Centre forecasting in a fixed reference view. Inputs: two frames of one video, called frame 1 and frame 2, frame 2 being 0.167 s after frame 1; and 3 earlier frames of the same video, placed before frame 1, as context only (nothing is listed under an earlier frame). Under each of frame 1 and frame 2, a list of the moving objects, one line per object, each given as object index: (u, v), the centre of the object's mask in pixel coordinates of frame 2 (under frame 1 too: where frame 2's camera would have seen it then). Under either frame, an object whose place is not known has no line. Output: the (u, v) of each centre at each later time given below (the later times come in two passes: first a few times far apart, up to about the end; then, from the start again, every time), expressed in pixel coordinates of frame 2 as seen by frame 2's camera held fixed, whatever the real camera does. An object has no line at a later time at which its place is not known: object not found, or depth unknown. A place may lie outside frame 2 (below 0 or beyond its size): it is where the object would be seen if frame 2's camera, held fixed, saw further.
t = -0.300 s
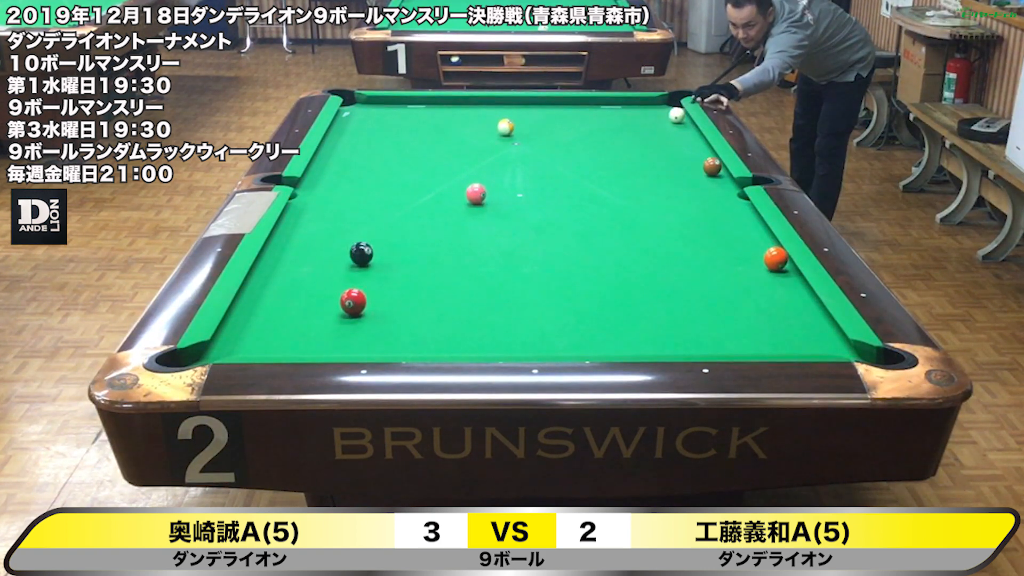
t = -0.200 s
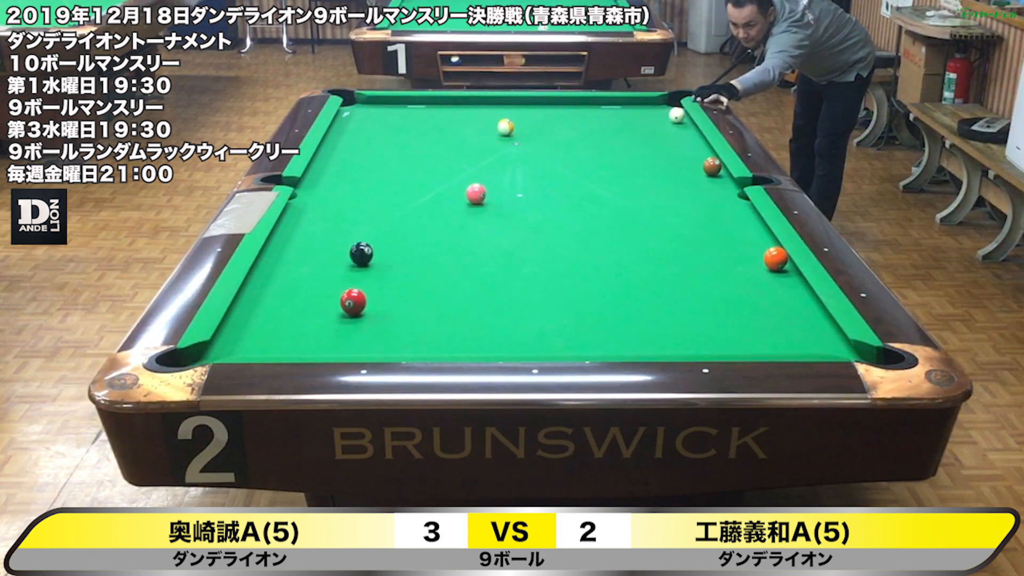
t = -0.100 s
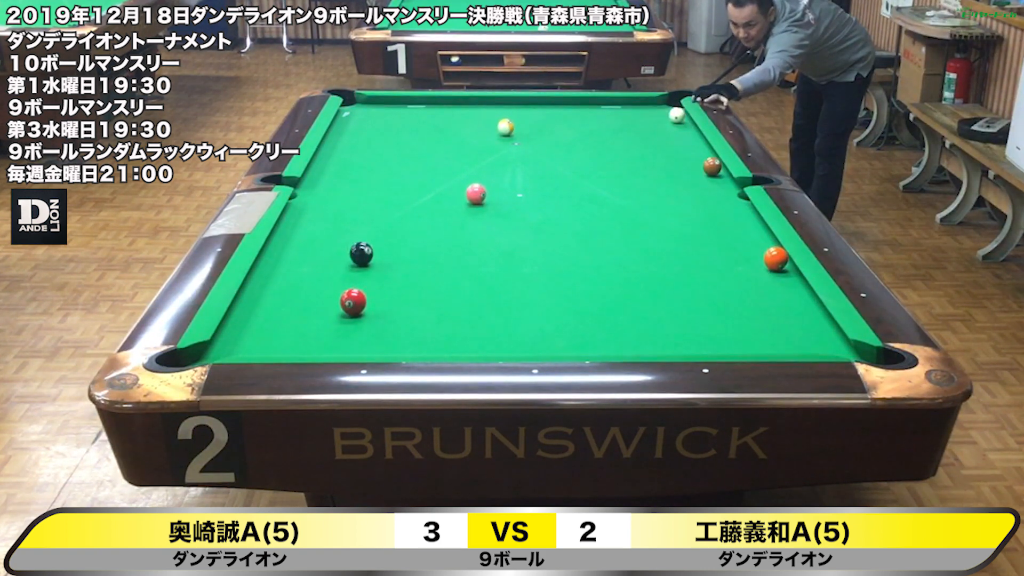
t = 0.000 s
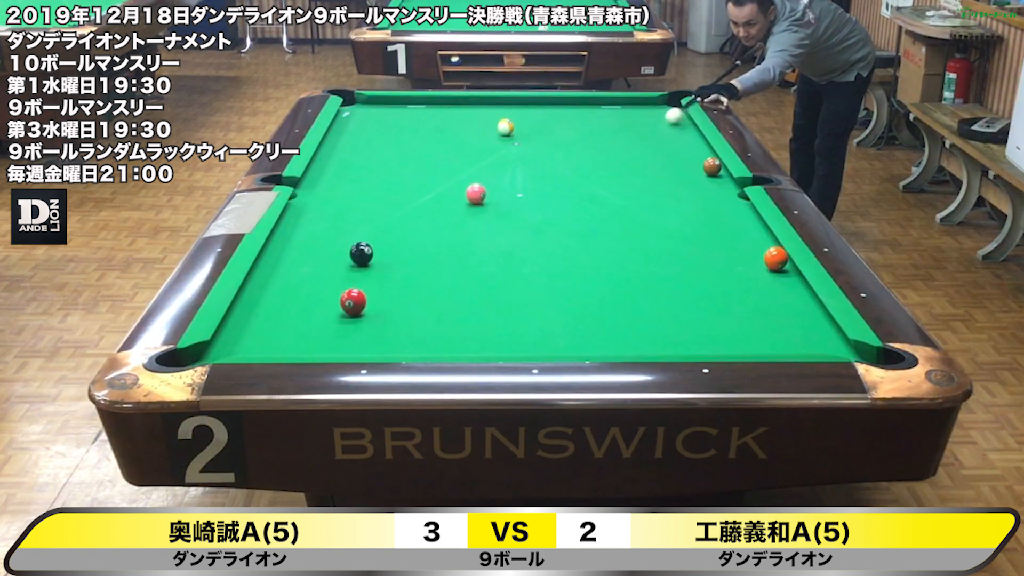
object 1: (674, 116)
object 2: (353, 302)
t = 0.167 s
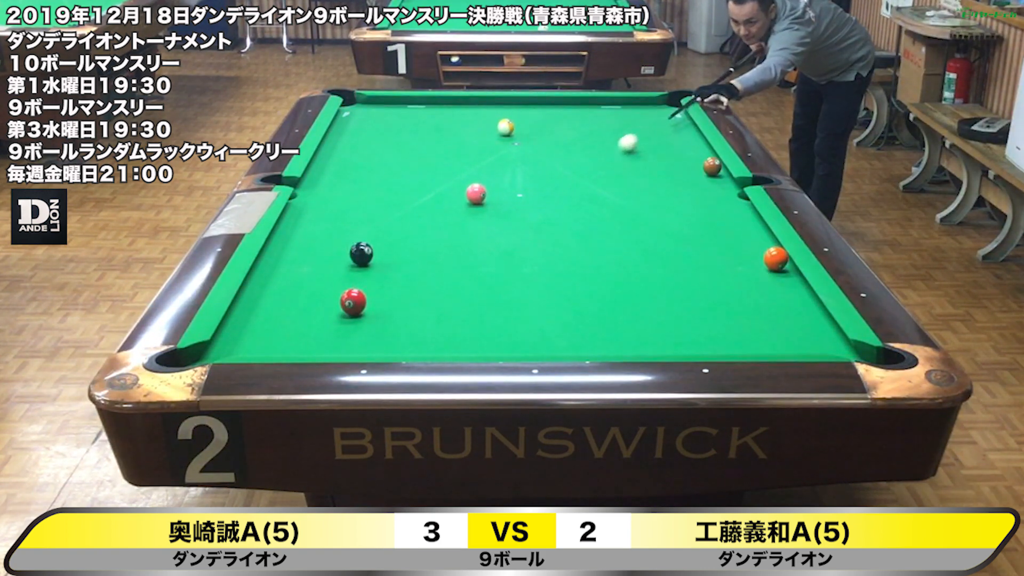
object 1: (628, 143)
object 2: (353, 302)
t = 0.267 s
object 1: (597, 161)
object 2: (353, 302)
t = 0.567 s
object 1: (475, 234)
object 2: (353, 302)
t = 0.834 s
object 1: (385, 303)
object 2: (281, 328)
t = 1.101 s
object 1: (392, 339)
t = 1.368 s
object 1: (408, 336)
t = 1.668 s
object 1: (434, 310)
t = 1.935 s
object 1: (455, 290)
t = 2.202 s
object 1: (473, 272)
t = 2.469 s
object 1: (488, 257)
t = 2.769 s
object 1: (504, 241)
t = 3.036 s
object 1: (517, 229)
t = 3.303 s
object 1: (528, 218)
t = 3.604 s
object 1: (539, 207)
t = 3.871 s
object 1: (549, 198)
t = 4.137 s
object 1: (557, 190)
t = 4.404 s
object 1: (565, 183)
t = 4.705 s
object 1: (573, 176)
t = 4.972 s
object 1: (579, 171)
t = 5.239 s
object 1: (585, 166)
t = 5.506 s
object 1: (590, 162)
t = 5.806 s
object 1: (596, 157)
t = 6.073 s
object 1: (600, 154)
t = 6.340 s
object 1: (603, 151)
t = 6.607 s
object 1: (606, 148)
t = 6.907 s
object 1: (609, 146)
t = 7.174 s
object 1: (610, 145)
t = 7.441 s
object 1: (611, 143)
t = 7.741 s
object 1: (612, 142)
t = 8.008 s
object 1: (613, 141)
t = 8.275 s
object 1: (614, 141)
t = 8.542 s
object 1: (613, 141)
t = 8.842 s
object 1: (613, 142)
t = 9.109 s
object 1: (613, 142)
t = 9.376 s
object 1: (613, 142)
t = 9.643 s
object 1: (613, 142)
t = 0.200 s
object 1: (618, 149)
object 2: (353, 302)
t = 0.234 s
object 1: (608, 155)
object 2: (353, 302)
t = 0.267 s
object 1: (597, 161)
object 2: (353, 302)
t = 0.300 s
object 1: (585, 168)
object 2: (353, 302)
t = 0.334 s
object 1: (574, 175)
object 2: (353, 302)
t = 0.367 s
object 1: (561, 182)
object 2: (353, 302)
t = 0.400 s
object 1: (549, 190)
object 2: (353, 302)
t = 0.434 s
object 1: (535, 198)
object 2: (353, 302)
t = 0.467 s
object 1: (521, 206)
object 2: (353, 302)
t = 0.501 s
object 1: (506, 215)
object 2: (353, 302)
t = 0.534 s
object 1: (491, 224)
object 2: (353, 302)
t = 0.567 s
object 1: (475, 234)
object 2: (353, 302)
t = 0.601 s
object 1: (458, 244)
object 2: (353, 302)
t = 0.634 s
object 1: (441, 254)
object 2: (353, 302)
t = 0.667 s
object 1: (422, 265)
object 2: (353, 302)
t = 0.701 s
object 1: (403, 277)
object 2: (353, 302)
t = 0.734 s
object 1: (383, 289)
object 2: (353, 302)
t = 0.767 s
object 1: (375, 297)
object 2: (338, 306)
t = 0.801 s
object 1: (380, 300)
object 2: (309, 317)
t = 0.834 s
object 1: (385, 303)
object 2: (281, 328)
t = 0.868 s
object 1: (388, 306)
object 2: (252, 338)
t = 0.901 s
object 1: (391, 310)
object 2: (221, 347)
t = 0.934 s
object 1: (393, 314)
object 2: (192, 356)
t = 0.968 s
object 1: (394, 319)
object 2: (171, 363)
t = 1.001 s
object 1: (393, 324)
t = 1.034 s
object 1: (393, 330)
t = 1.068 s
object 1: (392, 335)
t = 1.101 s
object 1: (392, 339)
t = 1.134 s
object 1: (391, 343)
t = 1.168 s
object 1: (391, 346)
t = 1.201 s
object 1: (392, 347)
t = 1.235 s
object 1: (395, 345)
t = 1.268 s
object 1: (399, 343)
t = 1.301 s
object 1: (402, 341)
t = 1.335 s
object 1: (405, 340)
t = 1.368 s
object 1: (408, 336)
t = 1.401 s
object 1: (412, 333)
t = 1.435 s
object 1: (414, 330)
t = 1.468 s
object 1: (418, 327)
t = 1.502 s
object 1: (420, 324)
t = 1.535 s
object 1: (423, 321)
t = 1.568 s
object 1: (426, 318)
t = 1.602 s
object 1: (429, 316)
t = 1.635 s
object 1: (432, 313)
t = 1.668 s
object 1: (434, 310)
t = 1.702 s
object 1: (437, 307)
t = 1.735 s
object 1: (440, 305)
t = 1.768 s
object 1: (442, 302)
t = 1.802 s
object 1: (445, 300)
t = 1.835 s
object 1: (447, 297)
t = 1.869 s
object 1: (450, 295)
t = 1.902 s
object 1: (452, 293)
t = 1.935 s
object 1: (455, 290)
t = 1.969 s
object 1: (457, 288)
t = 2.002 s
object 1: (459, 285)
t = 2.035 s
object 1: (462, 283)
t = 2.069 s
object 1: (464, 281)
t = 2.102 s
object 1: (466, 279)
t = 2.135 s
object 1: (468, 277)
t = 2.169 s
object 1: (470, 274)
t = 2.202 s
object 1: (473, 272)
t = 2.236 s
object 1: (475, 270)
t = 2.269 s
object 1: (477, 268)
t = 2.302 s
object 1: (479, 266)
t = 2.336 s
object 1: (481, 264)
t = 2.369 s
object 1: (482, 262)
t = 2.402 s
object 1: (485, 261)
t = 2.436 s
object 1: (486, 259)
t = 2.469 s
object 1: (488, 257)
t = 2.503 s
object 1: (490, 255)
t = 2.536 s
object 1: (492, 253)
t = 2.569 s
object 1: (494, 251)
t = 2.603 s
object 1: (496, 249)
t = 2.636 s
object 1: (497, 248)
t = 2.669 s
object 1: (499, 246)
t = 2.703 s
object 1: (501, 244)
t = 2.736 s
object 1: (502, 243)
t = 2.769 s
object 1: (504, 241)
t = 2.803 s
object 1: (506, 240)
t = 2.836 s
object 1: (507, 238)
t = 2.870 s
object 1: (509, 236)
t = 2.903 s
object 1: (511, 235)
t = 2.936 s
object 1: (512, 233)
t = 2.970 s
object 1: (514, 232)
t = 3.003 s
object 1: (515, 230)
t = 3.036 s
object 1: (517, 229)
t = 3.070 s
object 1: (518, 227)
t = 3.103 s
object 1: (519, 226)
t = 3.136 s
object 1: (521, 224)
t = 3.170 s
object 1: (522, 223)
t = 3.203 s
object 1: (524, 221)
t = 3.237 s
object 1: (525, 220)
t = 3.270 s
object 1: (526, 219)
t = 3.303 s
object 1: (528, 218)
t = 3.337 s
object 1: (529, 216)
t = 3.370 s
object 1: (531, 215)
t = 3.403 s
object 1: (532, 214)
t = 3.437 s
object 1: (533, 212)
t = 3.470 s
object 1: (535, 211)
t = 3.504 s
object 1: (536, 210)
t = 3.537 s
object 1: (537, 209)
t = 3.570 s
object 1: (538, 208)
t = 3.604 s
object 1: (539, 207)
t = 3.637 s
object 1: (541, 205)
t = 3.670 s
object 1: (542, 204)
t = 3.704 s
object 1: (543, 203)
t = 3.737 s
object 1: (544, 202)
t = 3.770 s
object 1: (545, 201)
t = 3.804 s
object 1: (547, 200)
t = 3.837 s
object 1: (548, 199)
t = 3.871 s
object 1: (549, 198)
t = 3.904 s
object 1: (550, 197)
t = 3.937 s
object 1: (551, 196)
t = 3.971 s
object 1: (552, 195)
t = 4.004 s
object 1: (553, 194)
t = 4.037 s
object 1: (554, 193)
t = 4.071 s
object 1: (555, 192)
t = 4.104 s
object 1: (556, 191)
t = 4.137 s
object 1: (557, 190)
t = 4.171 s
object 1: (558, 189)
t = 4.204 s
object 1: (559, 188)
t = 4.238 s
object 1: (560, 187)
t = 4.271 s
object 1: (561, 186)
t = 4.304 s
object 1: (562, 186)
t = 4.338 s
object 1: (563, 185)
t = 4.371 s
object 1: (564, 184)
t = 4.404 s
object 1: (565, 183)
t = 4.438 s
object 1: (566, 182)
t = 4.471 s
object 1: (567, 182)
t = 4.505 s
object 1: (568, 181)
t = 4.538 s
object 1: (569, 180)
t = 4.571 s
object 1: (570, 179)
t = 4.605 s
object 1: (571, 178)
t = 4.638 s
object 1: (571, 178)
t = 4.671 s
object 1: (572, 177)
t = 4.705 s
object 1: (573, 176)
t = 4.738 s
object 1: (574, 176)
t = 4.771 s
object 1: (575, 175)
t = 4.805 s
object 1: (575, 174)
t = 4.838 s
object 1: (576, 173)
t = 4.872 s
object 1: (577, 173)
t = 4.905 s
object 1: (578, 172)
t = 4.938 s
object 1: (578, 171)
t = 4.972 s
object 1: (579, 171)
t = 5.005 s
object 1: (580, 170)
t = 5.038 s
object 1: (581, 169)
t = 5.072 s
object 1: (581, 169)
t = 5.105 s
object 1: (582, 168)
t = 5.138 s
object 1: (583, 168)
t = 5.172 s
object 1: (584, 167)
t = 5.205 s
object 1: (584, 167)
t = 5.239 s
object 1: (585, 166)
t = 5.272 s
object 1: (586, 165)
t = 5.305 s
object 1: (586, 165)
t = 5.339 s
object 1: (587, 164)
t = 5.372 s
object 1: (588, 164)
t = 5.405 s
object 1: (589, 163)
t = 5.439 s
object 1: (589, 162)
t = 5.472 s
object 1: (590, 162)
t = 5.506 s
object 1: (590, 162)
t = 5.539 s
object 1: (591, 161)
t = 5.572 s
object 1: (591, 161)
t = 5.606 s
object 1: (592, 160)
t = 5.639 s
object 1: (593, 159)
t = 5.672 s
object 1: (593, 159)
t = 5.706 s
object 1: (594, 159)
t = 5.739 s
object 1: (595, 158)
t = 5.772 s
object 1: (595, 158)
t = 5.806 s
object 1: (596, 157)
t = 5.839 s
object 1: (596, 157)
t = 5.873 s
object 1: (597, 156)
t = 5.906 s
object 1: (597, 156)
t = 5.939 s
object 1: (598, 156)
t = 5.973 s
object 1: (598, 155)
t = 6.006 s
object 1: (599, 155)
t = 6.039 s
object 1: (599, 154)
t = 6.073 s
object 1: (600, 154)
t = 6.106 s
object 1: (600, 154)
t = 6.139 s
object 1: (601, 153)
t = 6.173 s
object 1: (601, 153)
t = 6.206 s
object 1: (601, 152)
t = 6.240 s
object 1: (602, 152)
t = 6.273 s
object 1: (603, 152)
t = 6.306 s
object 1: (603, 151)
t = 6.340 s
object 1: (603, 151)
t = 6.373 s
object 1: (604, 151)
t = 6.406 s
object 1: (604, 150)
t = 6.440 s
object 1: (605, 150)
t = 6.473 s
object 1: (605, 150)
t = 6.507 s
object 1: (605, 149)
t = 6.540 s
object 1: (605, 149)
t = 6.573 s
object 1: (605, 149)
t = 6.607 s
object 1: (606, 148)
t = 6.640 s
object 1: (606, 148)
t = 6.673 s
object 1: (606, 148)
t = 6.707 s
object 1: (607, 148)
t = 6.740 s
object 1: (607, 148)
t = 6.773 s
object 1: (607, 147)
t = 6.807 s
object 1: (608, 147)
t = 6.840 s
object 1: (608, 147)
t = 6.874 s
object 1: (608, 146)
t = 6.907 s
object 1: (609, 146)
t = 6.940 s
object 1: (609, 146)
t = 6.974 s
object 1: (609, 146)
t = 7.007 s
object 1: (609, 145)
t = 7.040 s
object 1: (609, 145)
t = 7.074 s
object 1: (609, 145)
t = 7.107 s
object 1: (609, 145)
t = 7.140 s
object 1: (610, 145)
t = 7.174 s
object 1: (610, 145)
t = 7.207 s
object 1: (610, 144)
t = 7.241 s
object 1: (610, 144)
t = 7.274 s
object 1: (610, 144)
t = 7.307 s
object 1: (610, 144)
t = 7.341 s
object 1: (611, 144)
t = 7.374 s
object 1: (611, 143)
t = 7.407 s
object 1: (611, 143)
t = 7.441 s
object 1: (611, 143)
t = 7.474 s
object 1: (611, 143)
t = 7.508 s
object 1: (611, 143)
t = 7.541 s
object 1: (612, 143)
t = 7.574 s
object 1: (612, 143)
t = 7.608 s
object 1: (612, 143)
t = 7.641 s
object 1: (612, 142)
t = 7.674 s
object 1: (612, 142)
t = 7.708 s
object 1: (612, 142)
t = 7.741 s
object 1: (612, 142)
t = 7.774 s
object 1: (612, 142)
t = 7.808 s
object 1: (613, 142)
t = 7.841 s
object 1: (613, 142)
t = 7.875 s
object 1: (613, 142)
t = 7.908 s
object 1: (613, 142)
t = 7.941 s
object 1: (613, 142)
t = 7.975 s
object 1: (613, 141)
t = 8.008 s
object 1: (613, 141)
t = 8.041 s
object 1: (613, 142)
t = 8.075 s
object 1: (613, 141)
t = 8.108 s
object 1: (613, 141)
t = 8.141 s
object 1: (613, 141)
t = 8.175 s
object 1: (613, 141)
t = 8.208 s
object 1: (613, 141)
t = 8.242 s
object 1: (614, 141)
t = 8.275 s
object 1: (614, 141)
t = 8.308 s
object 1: (613, 141)
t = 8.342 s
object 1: (613, 141)
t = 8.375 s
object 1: (613, 141)
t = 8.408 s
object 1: (613, 141)
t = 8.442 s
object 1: (613, 141)
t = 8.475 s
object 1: (613, 141)
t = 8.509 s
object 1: (614, 142)
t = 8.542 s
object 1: (613, 141)
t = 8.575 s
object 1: (613, 141)
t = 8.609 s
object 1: (613, 141)
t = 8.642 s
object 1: (613, 141)
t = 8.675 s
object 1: (613, 141)
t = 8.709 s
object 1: (613, 141)
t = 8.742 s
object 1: (613, 141)
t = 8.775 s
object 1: (613, 141)
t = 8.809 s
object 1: (613, 142)
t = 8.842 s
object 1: (613, 142)
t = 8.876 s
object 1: (613, 142)
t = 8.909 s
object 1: (613, 142)
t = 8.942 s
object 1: (613, 142)
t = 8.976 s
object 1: (613, 142)
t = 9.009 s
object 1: (613, 142)
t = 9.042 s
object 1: (613, 142)
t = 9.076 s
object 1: (613, 142)
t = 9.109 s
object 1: (613, 142)
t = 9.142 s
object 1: (613, 142)
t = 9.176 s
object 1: (613, 142)
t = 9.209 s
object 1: (613, 142)
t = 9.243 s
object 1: (613, 142)
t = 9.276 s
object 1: (613, 142)
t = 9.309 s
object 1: (613, 142)
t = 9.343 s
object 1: (613, 142)
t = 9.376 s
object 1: (613, 142)
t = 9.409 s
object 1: (613, 142)
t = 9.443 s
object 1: (613, 142)
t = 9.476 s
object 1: (613, 142)
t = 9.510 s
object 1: (613, 142)
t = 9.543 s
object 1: (613, 142)
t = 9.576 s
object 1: (613, 142)
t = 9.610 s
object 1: (613, 142)
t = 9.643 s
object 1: (613, 142)
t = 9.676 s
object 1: (613, 142)
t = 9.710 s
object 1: (613, 142)
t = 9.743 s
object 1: (613, 142)
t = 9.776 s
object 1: (613, 142)
